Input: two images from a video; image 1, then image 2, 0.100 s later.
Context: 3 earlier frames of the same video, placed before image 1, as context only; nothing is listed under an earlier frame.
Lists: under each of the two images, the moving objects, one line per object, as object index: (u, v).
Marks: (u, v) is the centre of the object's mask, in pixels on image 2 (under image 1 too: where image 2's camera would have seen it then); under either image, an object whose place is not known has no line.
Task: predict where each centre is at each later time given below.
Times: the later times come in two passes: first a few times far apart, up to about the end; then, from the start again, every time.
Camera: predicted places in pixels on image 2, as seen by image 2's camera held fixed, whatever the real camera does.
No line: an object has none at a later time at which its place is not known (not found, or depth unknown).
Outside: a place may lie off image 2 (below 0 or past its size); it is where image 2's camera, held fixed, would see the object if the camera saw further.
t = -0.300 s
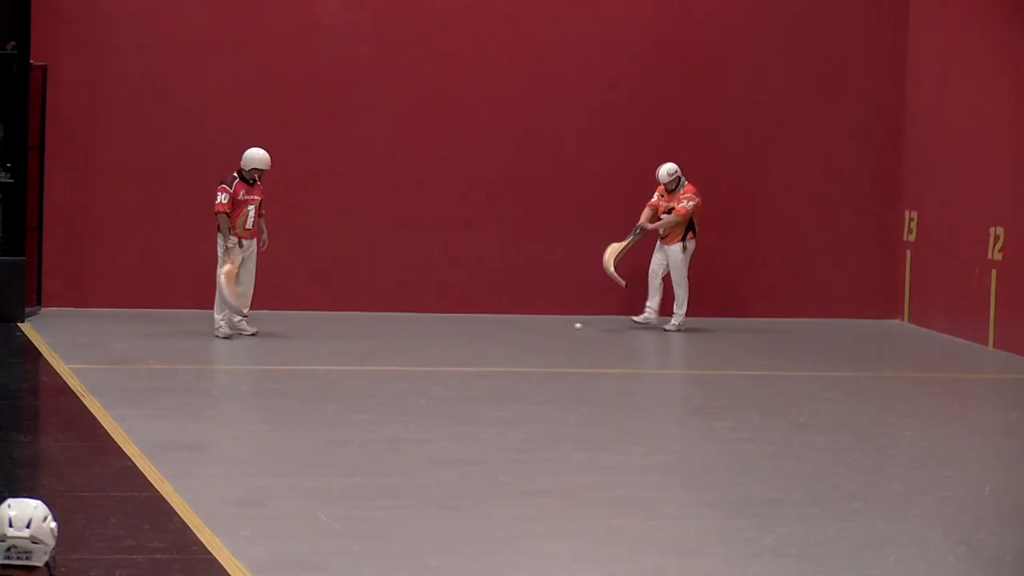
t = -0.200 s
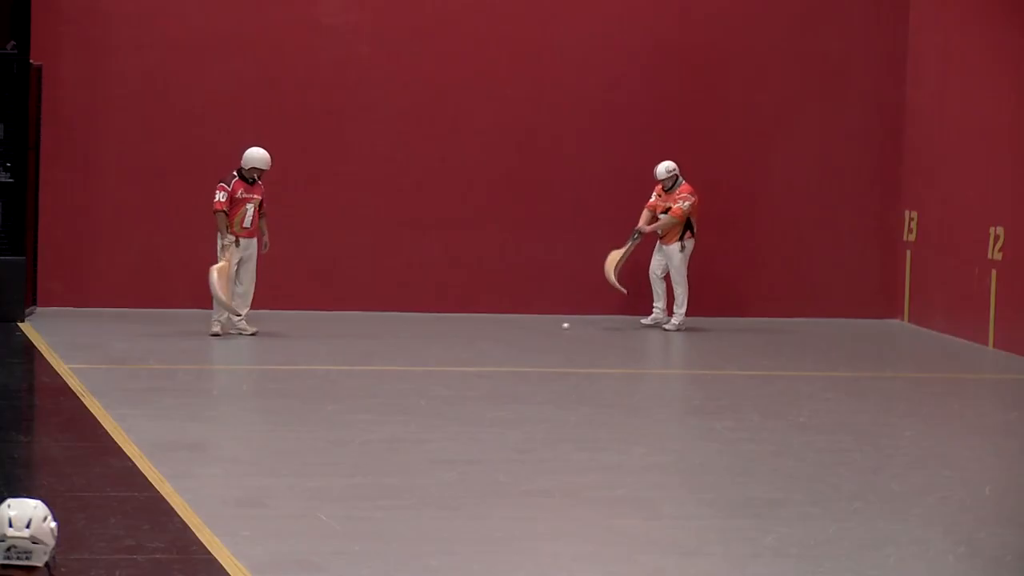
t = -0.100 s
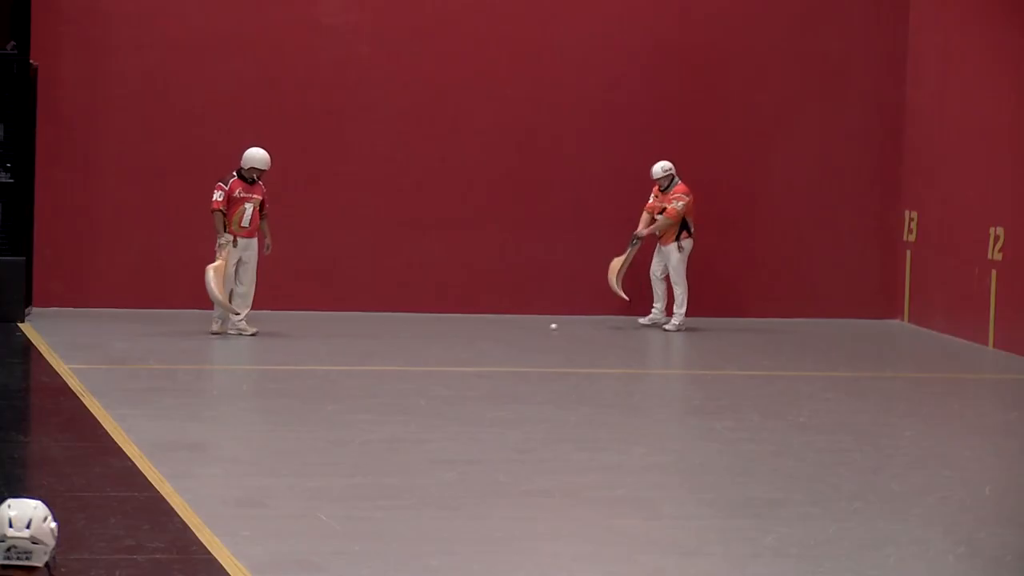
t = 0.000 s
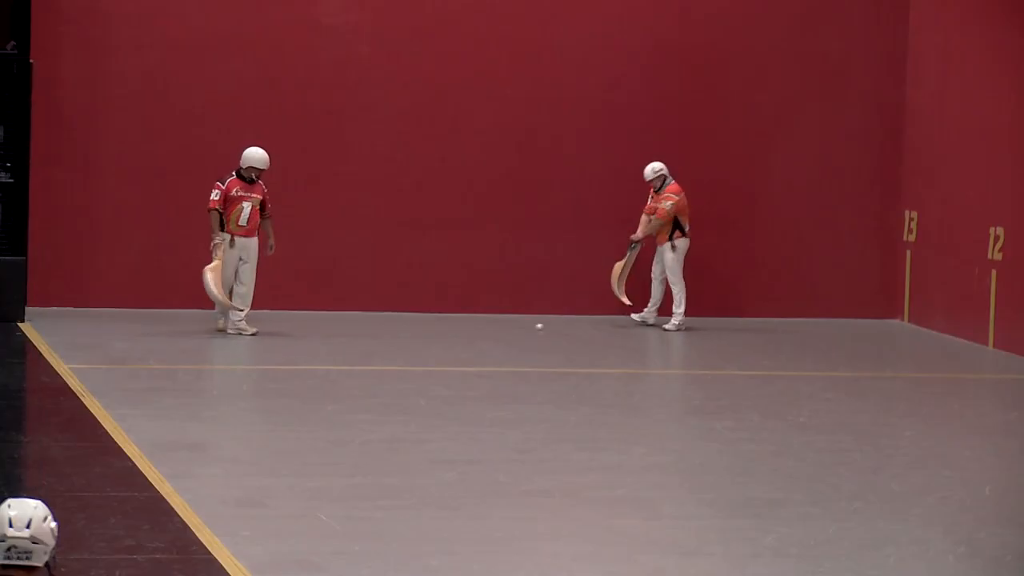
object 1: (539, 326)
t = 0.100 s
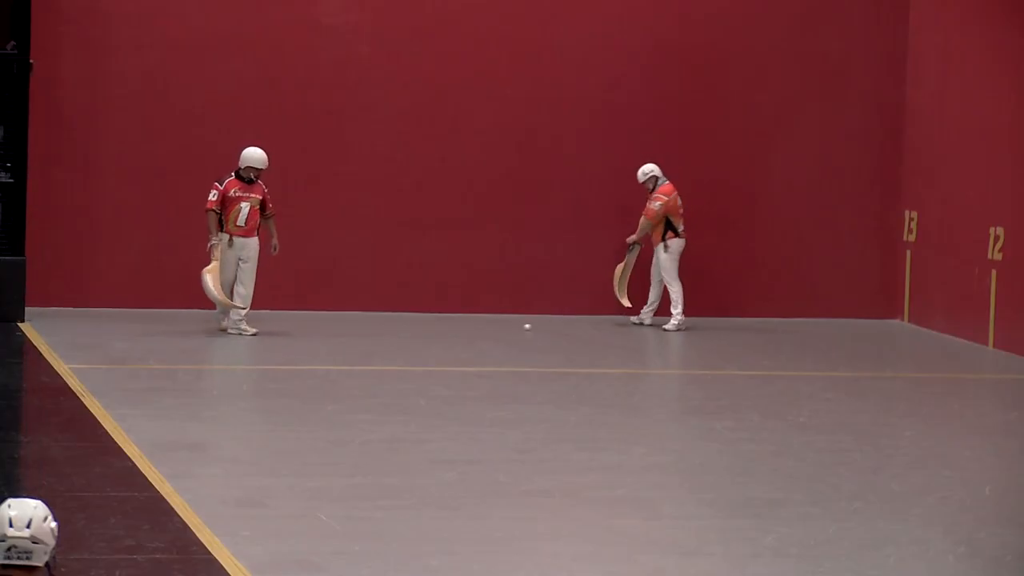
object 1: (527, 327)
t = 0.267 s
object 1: (507, 327)
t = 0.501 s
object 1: (482, 327)
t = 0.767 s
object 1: (451, 328)
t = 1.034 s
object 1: (420, 328)
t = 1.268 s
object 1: (395, 329)
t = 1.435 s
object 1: (377, 330)
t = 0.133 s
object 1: (523, 327)
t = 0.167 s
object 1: (520, 327)
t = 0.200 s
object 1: (515, 327)
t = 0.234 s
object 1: (511, 327)
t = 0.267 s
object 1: (507, 327)
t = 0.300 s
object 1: (504, 327)
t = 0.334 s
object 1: (501, 327)
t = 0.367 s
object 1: (497, 327)
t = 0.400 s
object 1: (493, 327)
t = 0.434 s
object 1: (490, 327)
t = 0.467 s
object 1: (486, 327)
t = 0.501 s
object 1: (482, 327)
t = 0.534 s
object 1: (478, 327)
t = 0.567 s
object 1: (474, 328)
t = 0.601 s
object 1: (470, 328)
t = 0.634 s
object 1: (466, 327)
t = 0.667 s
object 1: (463, 328)
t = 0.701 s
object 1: (459, 327)
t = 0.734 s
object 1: (455, 328)
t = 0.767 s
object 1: (451, 328)
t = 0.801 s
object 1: (447, 328)
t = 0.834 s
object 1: (444, 328)
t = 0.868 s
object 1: (440, 328)
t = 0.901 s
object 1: (436, 328)
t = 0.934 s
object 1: (433, 328)
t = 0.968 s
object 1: (429, 328)
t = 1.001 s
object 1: (424, 329)
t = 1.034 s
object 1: (420, 328)
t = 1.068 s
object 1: (416, 329)
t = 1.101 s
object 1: (412, 329)
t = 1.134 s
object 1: (409, 329)
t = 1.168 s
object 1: (405, 329)
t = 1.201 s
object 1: (402, 329)
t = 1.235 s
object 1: (398, 329)
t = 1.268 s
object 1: (395, 329)
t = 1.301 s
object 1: (391, 329)
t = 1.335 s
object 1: (388, 329)
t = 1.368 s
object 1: (384, 329)
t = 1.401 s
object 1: (381, 330)
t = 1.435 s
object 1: (377, 330)
